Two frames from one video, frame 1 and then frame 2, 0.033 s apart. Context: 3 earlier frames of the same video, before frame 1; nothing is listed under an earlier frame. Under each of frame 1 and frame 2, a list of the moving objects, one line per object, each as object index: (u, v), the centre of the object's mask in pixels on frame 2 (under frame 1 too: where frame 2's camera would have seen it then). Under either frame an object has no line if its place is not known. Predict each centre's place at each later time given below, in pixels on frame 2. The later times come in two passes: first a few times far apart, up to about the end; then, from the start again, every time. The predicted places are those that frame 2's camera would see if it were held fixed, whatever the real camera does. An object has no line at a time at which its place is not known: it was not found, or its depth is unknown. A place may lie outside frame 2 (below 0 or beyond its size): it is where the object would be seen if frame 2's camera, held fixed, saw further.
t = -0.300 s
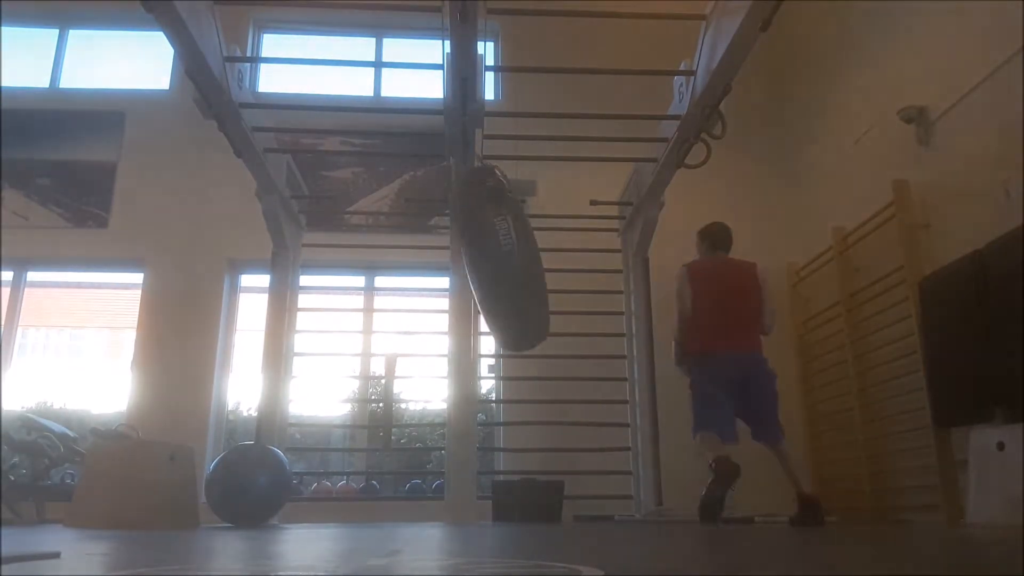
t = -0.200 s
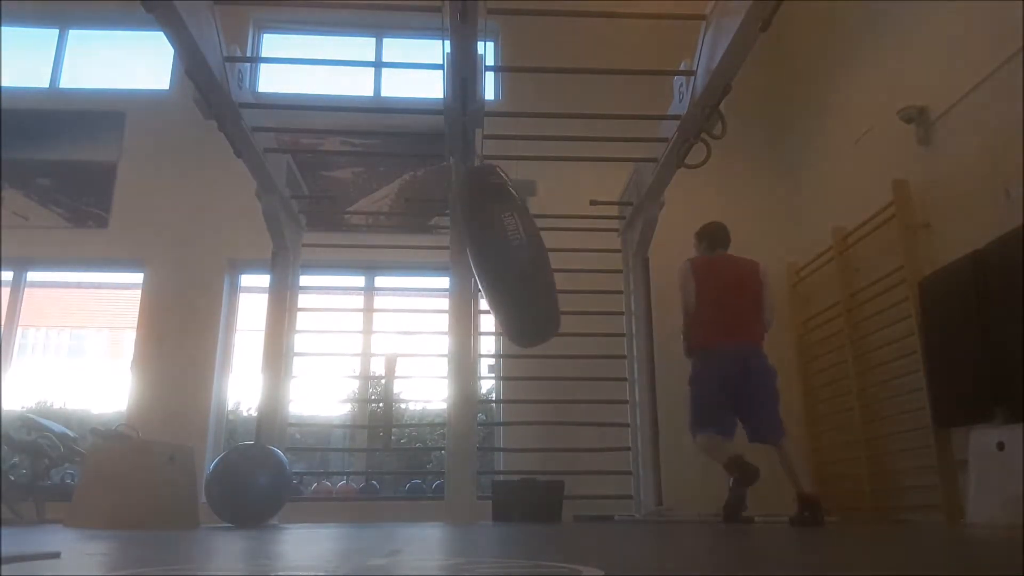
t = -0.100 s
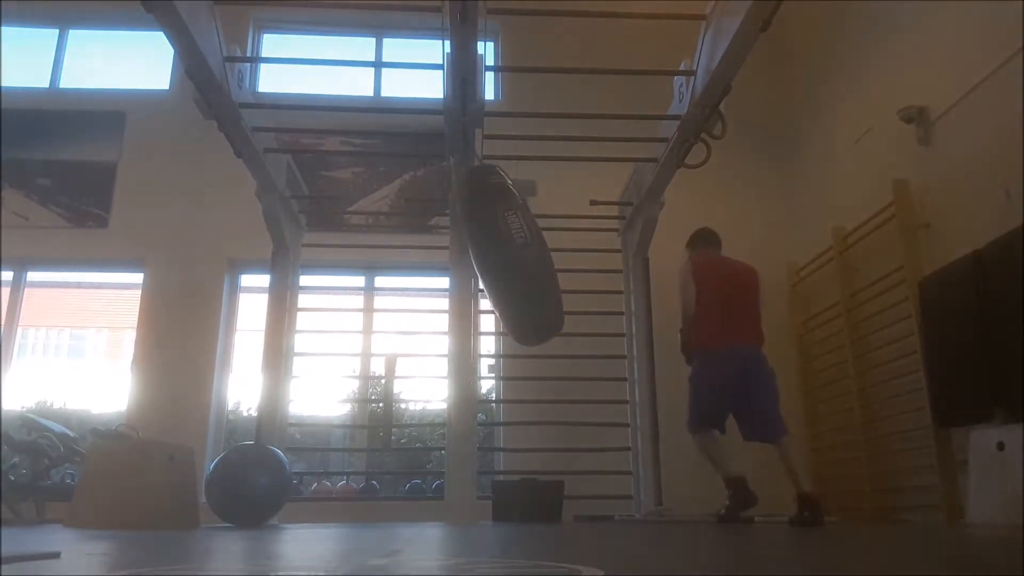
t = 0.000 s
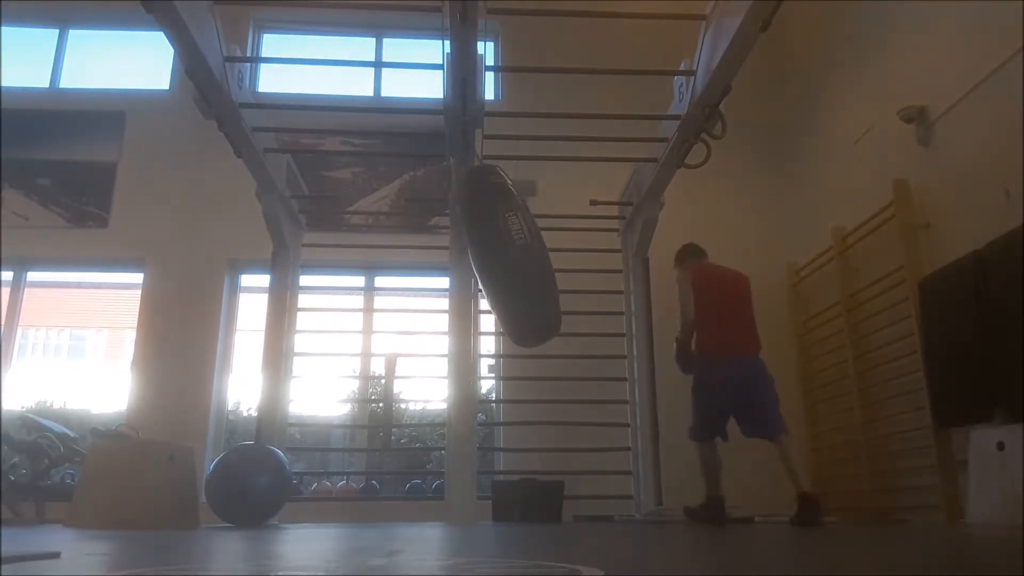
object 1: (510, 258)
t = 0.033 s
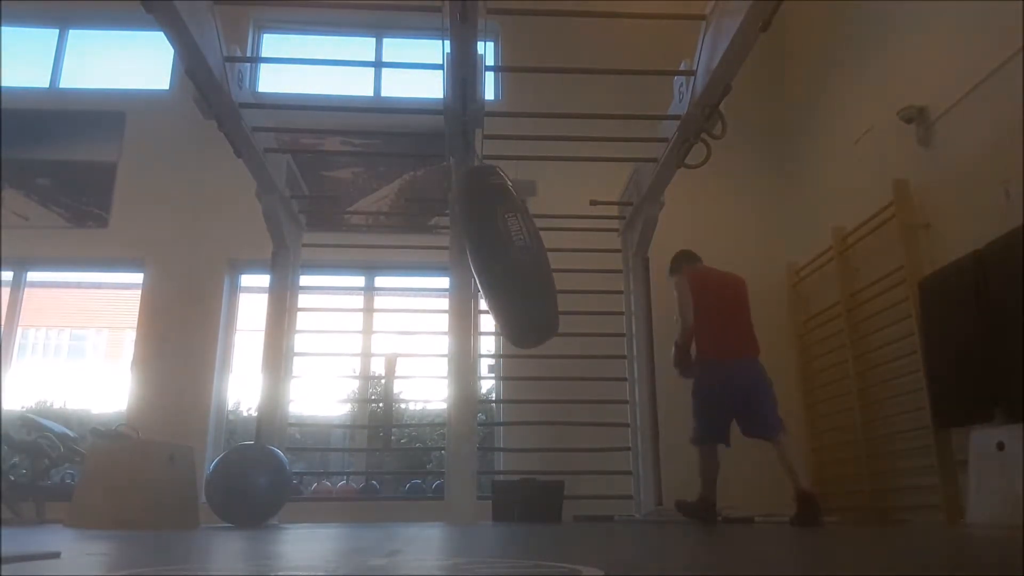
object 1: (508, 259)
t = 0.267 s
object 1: (481, 259)
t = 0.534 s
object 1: (447, 263)
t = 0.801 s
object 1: (424, 262)
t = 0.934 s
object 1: (419, 262)
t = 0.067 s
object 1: (506, 259)
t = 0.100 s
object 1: (504, 260)
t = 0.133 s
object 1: (502, 262)
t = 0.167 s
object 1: (498, 264)
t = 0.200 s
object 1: (494, 265)
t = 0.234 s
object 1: (484, 258)
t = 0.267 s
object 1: (481, 259)
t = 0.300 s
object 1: (477, 260)
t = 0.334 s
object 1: (473, 260)
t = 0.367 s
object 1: (469, 261)
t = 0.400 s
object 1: (465, 262)
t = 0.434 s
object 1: (461, 262)
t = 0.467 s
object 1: (457, 263)
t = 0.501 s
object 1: (453, 264)
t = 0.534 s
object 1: (447, 263)
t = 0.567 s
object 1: (443, 263)
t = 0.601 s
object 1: (440, 264)
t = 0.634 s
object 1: (437, 264)
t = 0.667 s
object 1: (433, 264)
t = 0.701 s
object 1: (431, 263)
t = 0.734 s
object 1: (428, 263)
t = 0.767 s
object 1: (426, 263)
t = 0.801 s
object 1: (424, 262)
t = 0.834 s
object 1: (422, 262)
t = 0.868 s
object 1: (421, 262)
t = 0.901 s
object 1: (420, 262)
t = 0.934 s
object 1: (419, 262)
